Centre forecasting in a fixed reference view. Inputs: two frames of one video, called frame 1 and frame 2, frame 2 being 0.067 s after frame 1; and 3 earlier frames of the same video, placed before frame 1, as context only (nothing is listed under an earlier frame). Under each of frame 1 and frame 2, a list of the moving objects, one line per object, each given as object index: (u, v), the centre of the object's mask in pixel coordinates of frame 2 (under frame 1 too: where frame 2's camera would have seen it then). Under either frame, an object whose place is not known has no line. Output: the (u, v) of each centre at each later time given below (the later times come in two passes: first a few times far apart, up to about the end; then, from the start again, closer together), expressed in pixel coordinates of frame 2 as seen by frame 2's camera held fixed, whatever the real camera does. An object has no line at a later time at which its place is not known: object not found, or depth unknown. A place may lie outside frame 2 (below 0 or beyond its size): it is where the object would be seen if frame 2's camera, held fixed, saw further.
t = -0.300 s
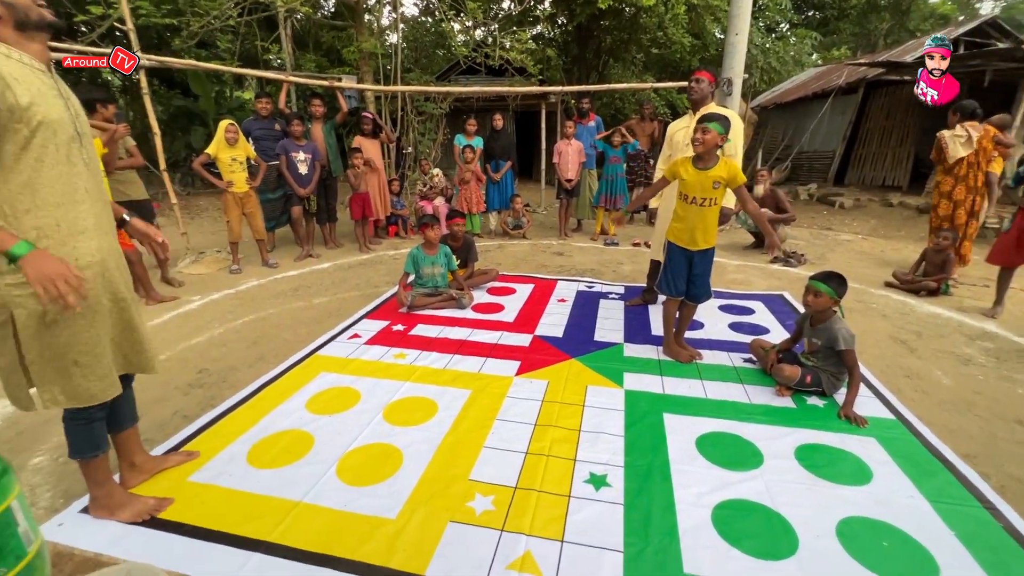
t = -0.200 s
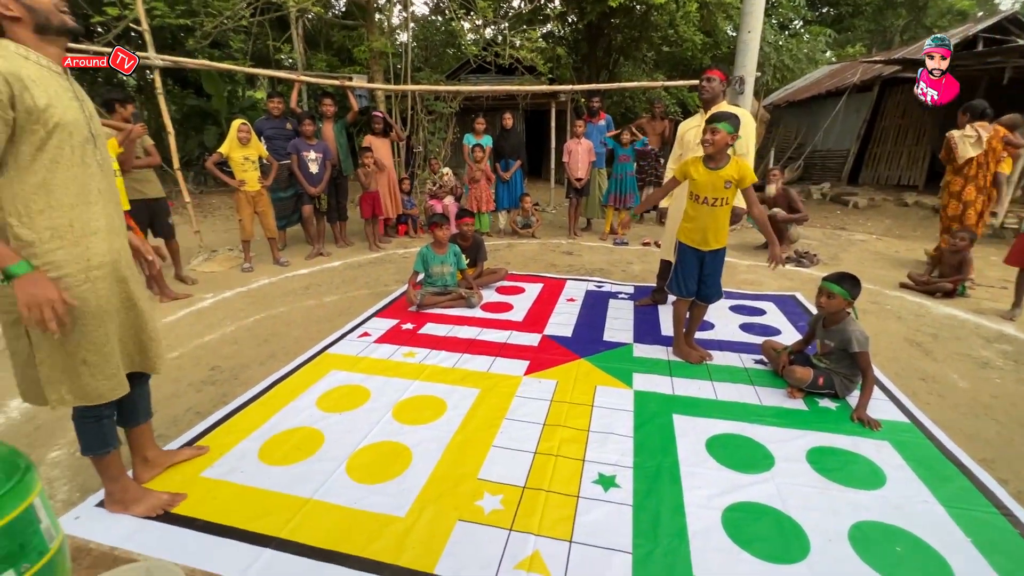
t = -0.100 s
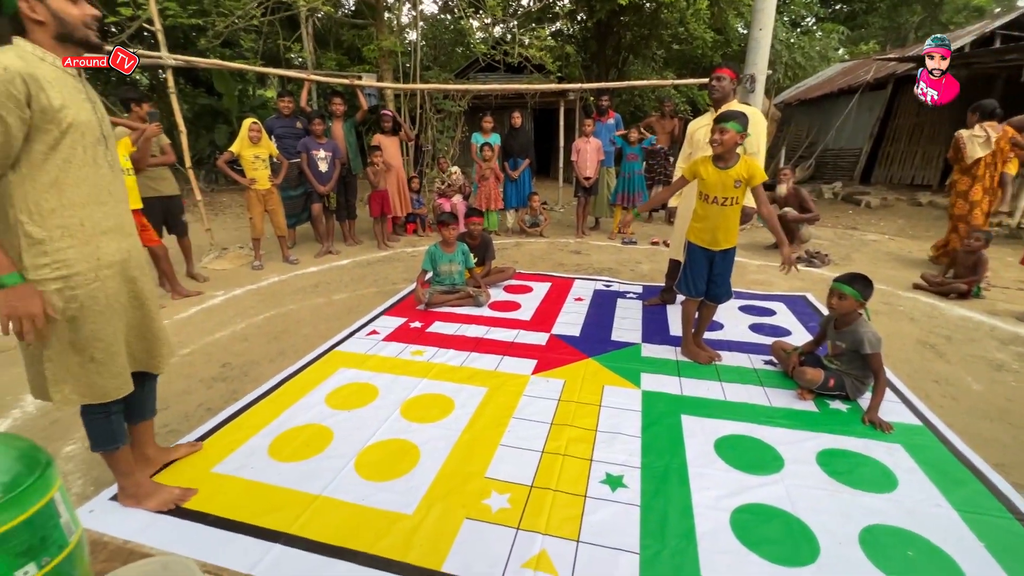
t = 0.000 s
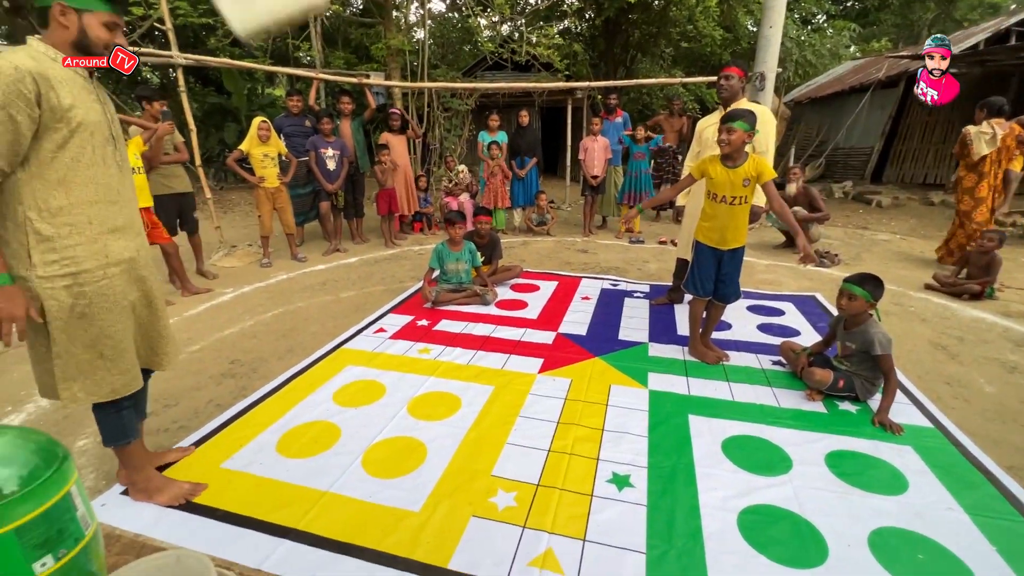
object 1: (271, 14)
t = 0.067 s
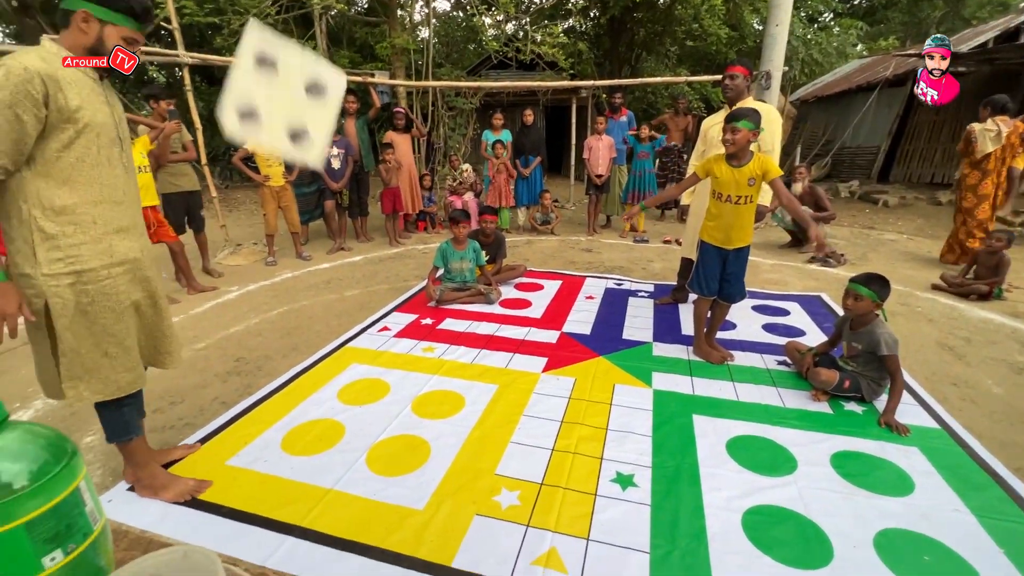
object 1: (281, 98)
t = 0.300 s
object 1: (345, 384)
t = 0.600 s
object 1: (398, 365)
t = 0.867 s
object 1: (438, 368)
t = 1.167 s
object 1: (452, 369)
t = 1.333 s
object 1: (452, 369)
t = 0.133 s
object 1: (303, 224)
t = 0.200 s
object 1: (323, 333)
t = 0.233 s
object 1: (333, 383)
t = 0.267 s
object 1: (340, 394)
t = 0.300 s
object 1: (345, 384)
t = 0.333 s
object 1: (351, 376)
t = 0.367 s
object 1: (357, 369)
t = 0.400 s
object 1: (364, 364)
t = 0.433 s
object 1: (371, 363)
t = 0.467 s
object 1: (377, 365)
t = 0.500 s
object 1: (382, 368)
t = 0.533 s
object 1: (388, 370)
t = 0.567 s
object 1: (393, 367)
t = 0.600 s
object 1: (398, 365)
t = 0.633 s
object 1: (404, 364)
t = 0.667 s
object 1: (409, 364)
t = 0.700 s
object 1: (414, 365)
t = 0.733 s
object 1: (420, 366)
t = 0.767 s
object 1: (424, 367)
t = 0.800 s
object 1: (429, 368)
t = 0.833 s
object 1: (435, 370)
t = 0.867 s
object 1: (438, 368)
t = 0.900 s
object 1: (440, 368)
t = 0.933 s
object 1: (443, 368)
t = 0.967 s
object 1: (444, 368)
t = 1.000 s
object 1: (446, 369)
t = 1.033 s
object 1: (449, 370)
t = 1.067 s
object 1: (450, 370)
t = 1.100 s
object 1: (451, 369)
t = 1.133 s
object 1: (452, 369)
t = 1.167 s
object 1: (452, 369)
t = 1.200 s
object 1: (452, 369)
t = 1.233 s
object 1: (452, 369)
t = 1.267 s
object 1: (452, 369)
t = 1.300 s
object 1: (452, 369)
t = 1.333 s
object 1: (452, 369)
